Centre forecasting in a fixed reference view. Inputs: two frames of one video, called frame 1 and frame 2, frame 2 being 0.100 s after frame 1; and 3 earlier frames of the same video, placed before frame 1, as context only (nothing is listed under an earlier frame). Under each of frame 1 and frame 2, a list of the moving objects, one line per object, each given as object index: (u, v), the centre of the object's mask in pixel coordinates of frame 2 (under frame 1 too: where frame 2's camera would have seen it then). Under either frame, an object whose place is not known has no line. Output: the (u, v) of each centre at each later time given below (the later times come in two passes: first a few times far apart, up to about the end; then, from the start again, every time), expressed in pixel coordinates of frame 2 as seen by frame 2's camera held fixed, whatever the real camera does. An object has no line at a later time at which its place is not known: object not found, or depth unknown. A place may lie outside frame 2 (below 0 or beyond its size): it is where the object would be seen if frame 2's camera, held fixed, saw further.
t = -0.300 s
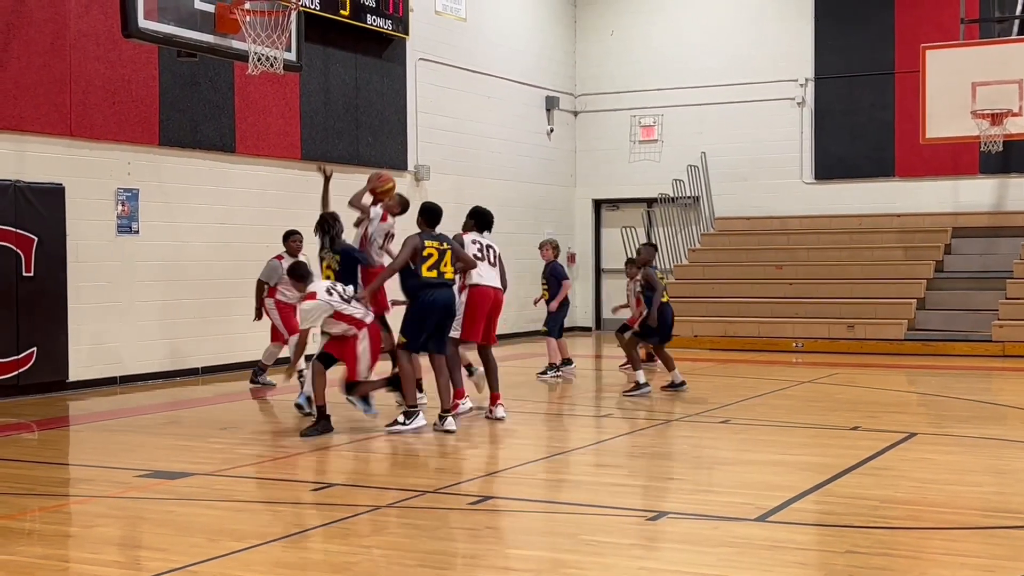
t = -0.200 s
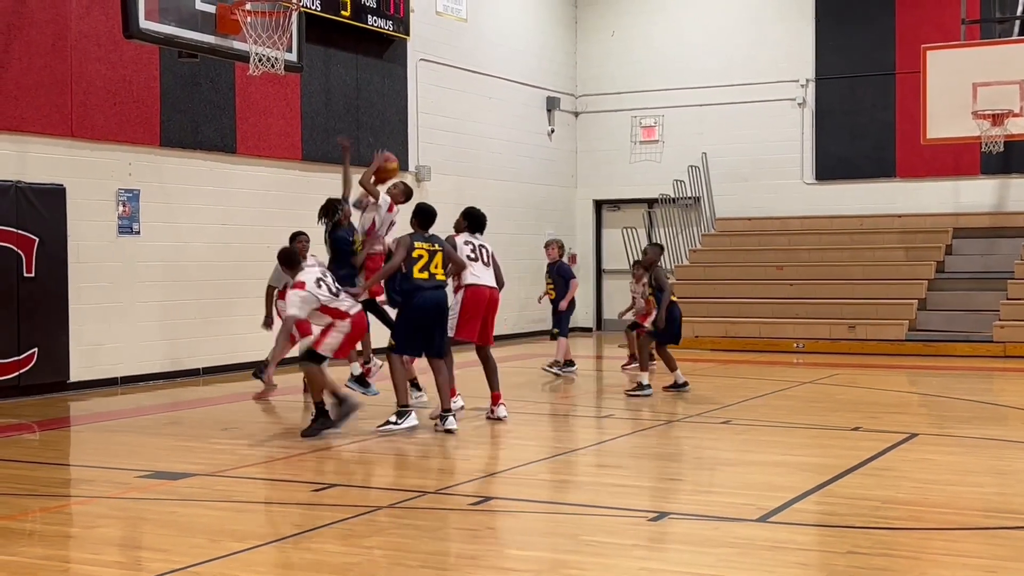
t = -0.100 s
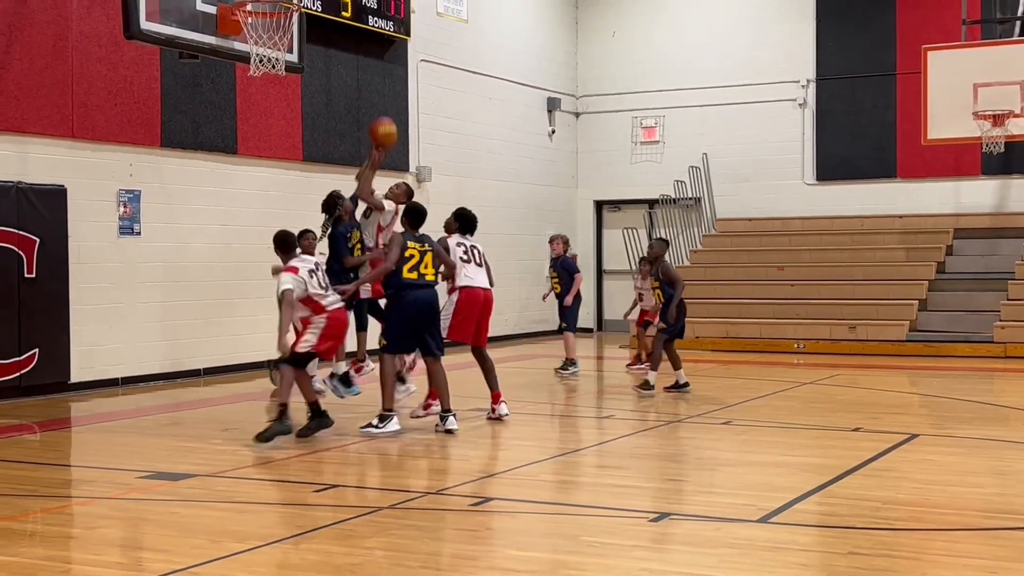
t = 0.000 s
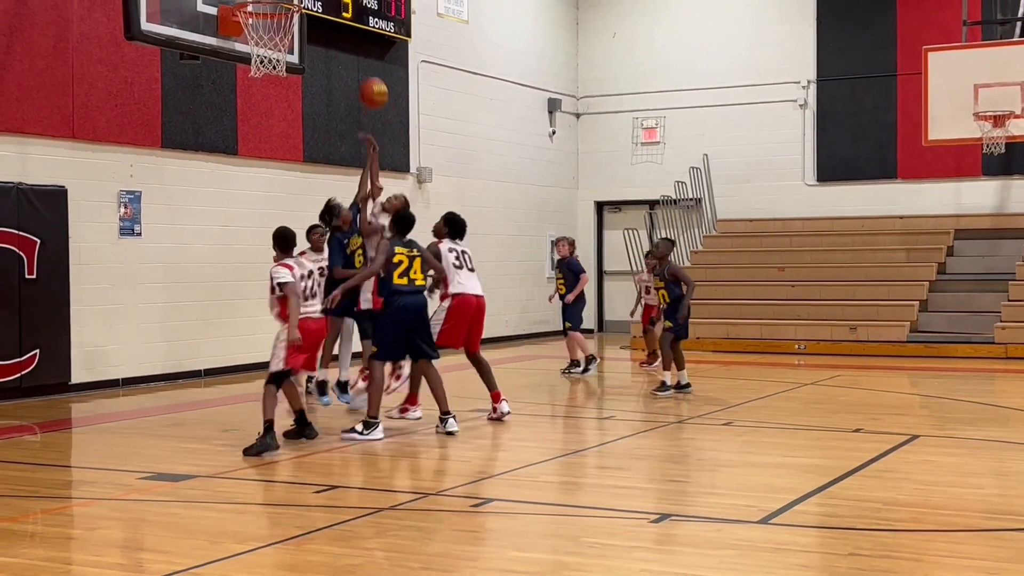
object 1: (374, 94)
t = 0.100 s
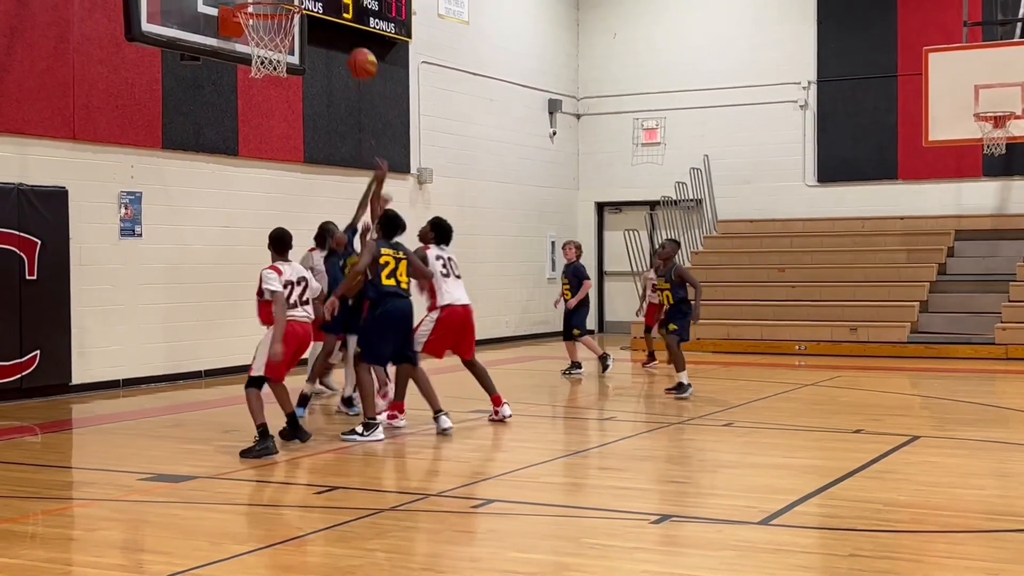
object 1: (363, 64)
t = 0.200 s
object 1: (349, 45)
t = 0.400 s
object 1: (324, 45)
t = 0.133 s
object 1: (358, 56)
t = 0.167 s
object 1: (353, 50)
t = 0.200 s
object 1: (349, 45)
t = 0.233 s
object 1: (345, 42)
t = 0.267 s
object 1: (341, 40)
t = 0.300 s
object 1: (337, 39)
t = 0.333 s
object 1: (333, 40)
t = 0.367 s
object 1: (329, 42)
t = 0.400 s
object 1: (324, 45)
